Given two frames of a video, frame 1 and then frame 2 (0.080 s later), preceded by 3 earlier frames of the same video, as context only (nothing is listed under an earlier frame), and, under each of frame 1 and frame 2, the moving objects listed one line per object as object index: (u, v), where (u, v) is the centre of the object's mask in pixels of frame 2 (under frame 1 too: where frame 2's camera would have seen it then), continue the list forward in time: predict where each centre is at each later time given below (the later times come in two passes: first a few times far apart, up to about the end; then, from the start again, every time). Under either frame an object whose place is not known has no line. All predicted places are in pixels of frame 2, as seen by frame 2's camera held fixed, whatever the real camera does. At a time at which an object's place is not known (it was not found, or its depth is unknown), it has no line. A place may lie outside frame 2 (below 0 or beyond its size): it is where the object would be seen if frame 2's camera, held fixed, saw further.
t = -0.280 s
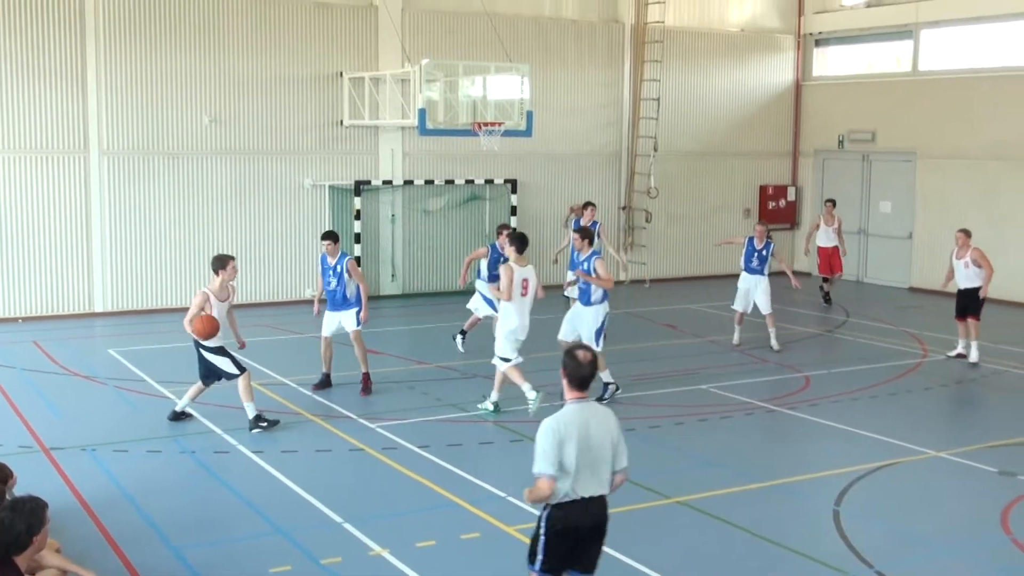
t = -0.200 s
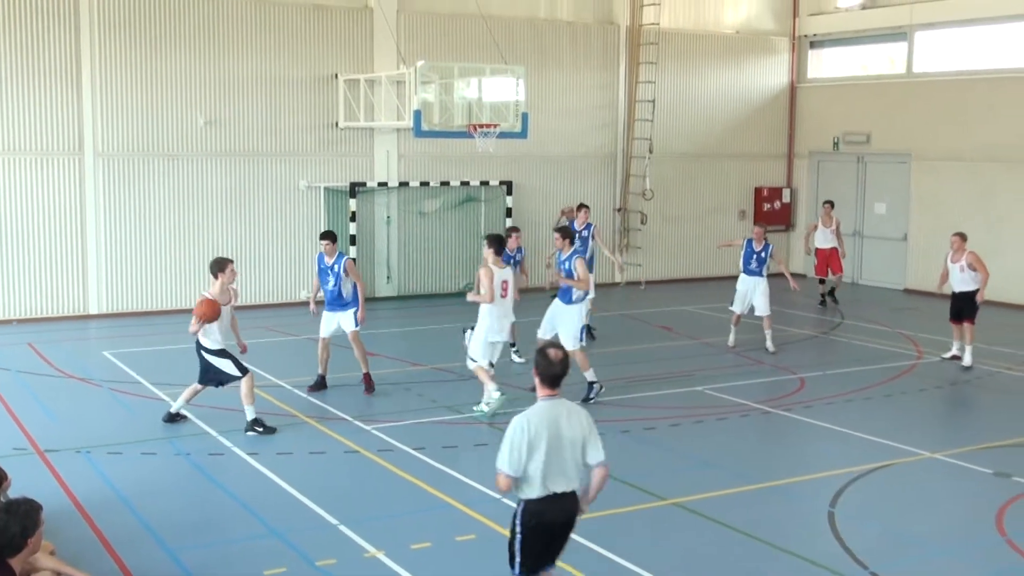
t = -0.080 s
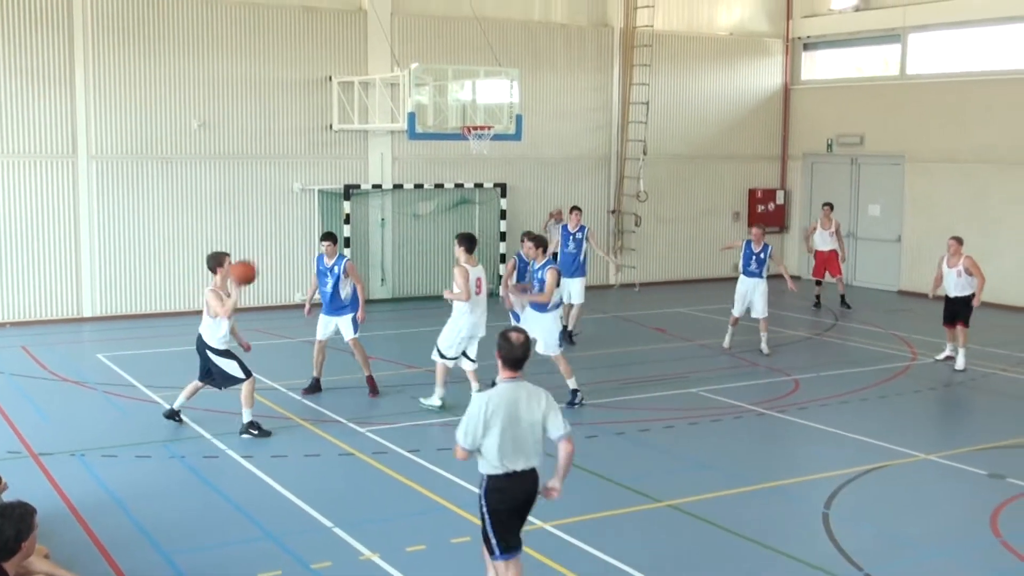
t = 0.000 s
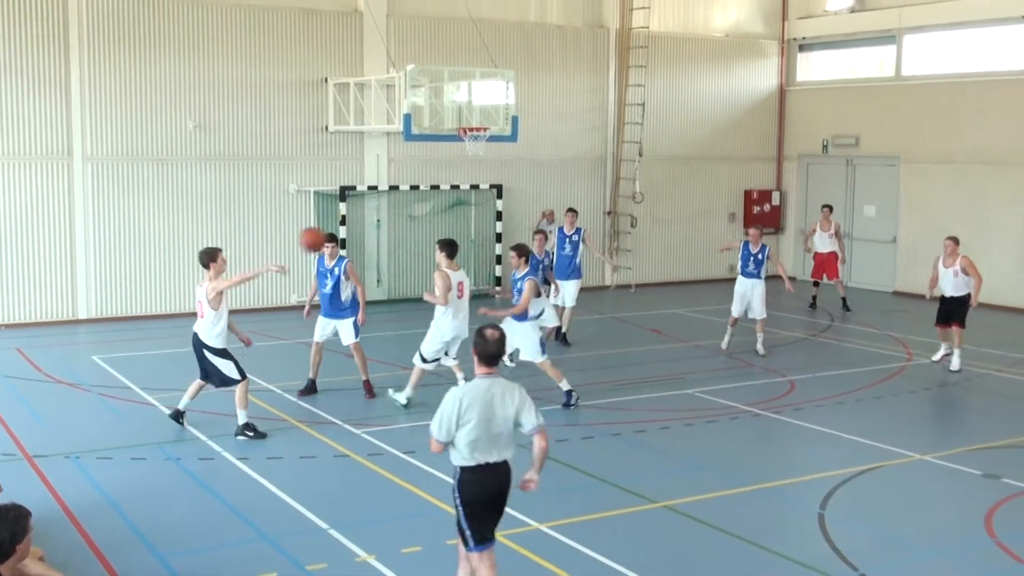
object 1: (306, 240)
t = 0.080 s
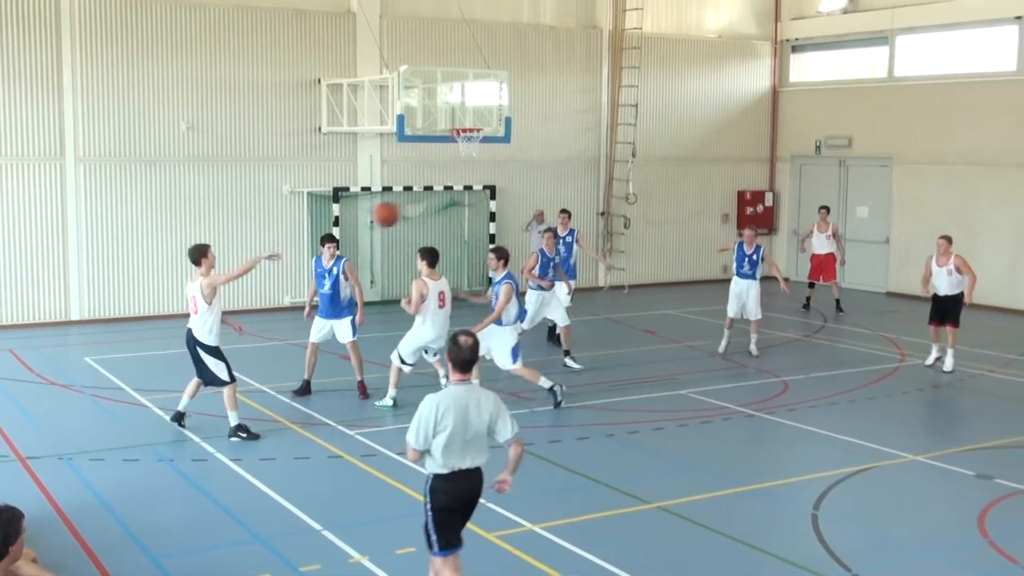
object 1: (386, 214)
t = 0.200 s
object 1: (504, 188)
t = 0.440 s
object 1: (726, 179)
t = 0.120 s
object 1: (426, 204)
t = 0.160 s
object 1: (465, 195)
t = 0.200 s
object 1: (504, 188)
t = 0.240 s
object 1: (542, 182)
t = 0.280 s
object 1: (580, 178)
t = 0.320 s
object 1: (618, 176)
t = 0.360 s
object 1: (654, 176)
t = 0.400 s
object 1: (690, 176)
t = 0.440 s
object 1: (726, 179)
